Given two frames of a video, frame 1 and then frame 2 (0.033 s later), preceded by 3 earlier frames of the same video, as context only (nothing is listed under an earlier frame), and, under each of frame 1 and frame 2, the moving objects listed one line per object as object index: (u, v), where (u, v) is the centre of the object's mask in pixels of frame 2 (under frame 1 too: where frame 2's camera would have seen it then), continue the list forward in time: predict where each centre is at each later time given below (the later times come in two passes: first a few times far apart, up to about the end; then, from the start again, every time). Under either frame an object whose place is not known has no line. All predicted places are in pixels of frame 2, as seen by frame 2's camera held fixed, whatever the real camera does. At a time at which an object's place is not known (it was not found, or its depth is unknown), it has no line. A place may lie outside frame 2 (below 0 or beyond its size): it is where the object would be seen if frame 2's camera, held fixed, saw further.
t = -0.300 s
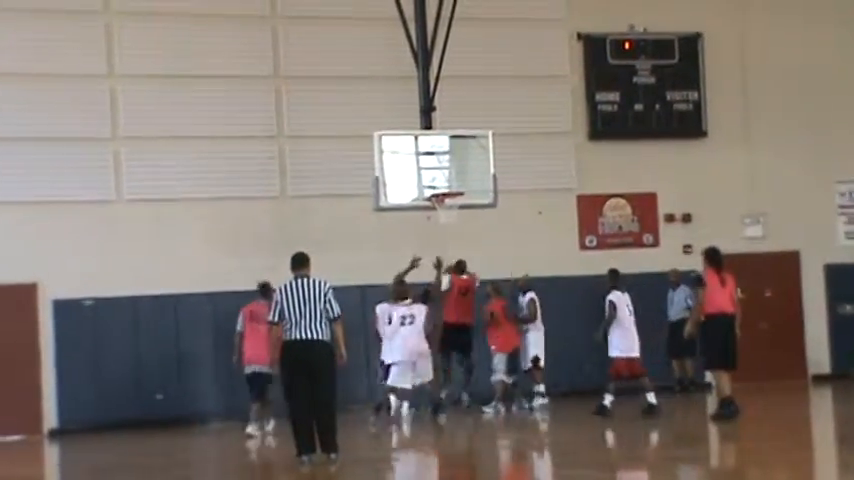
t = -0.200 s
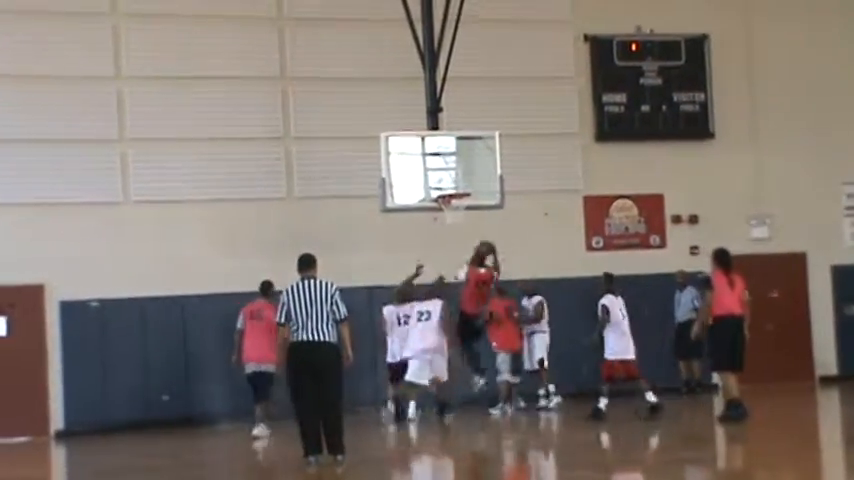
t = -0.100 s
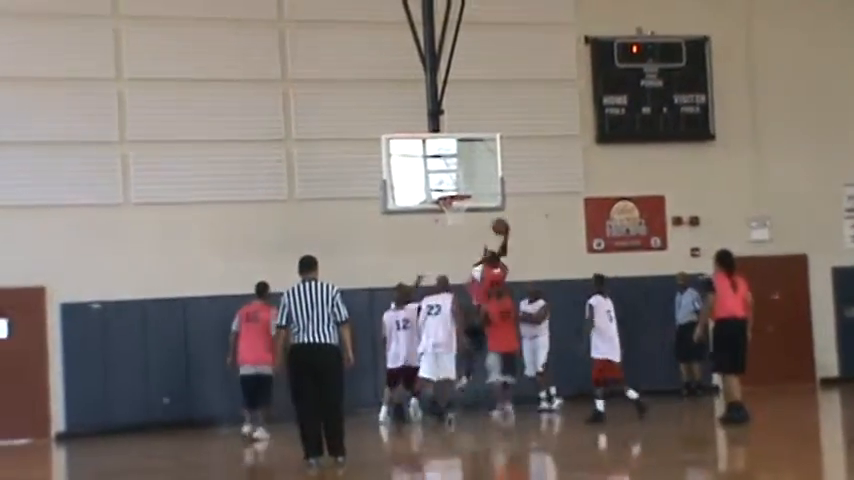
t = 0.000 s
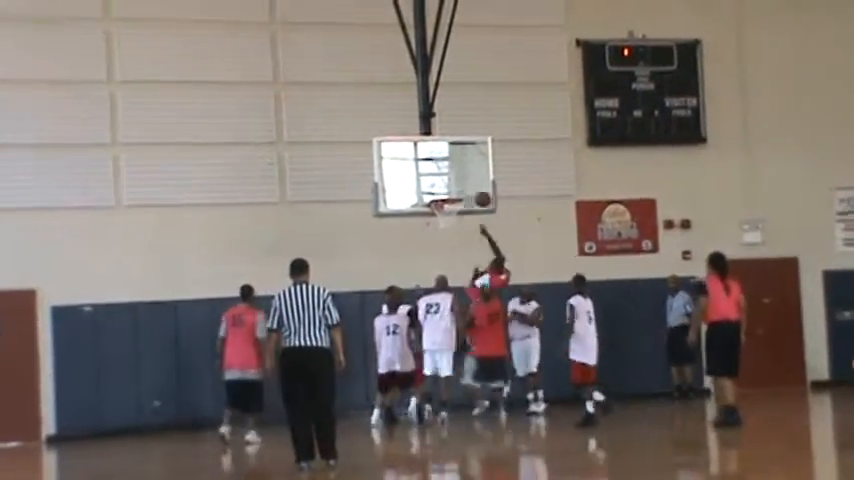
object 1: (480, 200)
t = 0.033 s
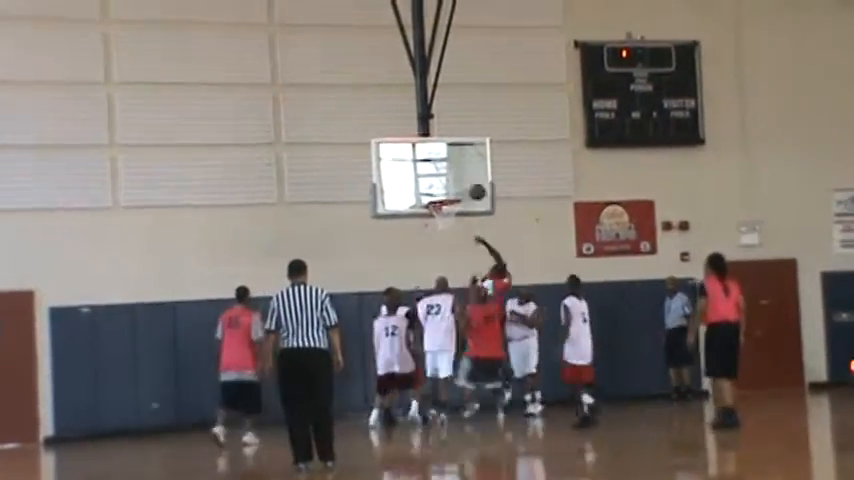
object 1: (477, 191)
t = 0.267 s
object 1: (458, 161)
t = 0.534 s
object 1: (453, 186)
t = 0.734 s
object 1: (438, 210)
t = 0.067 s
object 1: (473, 184)
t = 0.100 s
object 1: (469, 176)
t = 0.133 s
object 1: (465, 171)
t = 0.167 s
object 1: (462, 165)
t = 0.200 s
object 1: (459, 162)
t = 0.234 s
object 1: (458, 161)
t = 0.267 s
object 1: (458, 161)
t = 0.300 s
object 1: (458, 161)
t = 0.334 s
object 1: (456, 162)
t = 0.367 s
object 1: (456, 164)
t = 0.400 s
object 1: (455, 167)
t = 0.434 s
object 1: (455, 171)
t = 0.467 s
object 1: (454, 175)
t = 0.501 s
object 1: (454, 180)
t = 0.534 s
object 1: (453, 186)
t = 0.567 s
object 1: (453, 194)
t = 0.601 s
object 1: (451, 197)
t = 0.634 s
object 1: (448, 199)
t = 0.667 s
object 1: (444, 203)
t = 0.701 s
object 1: (441, 206)
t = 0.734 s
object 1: (438, 210)
